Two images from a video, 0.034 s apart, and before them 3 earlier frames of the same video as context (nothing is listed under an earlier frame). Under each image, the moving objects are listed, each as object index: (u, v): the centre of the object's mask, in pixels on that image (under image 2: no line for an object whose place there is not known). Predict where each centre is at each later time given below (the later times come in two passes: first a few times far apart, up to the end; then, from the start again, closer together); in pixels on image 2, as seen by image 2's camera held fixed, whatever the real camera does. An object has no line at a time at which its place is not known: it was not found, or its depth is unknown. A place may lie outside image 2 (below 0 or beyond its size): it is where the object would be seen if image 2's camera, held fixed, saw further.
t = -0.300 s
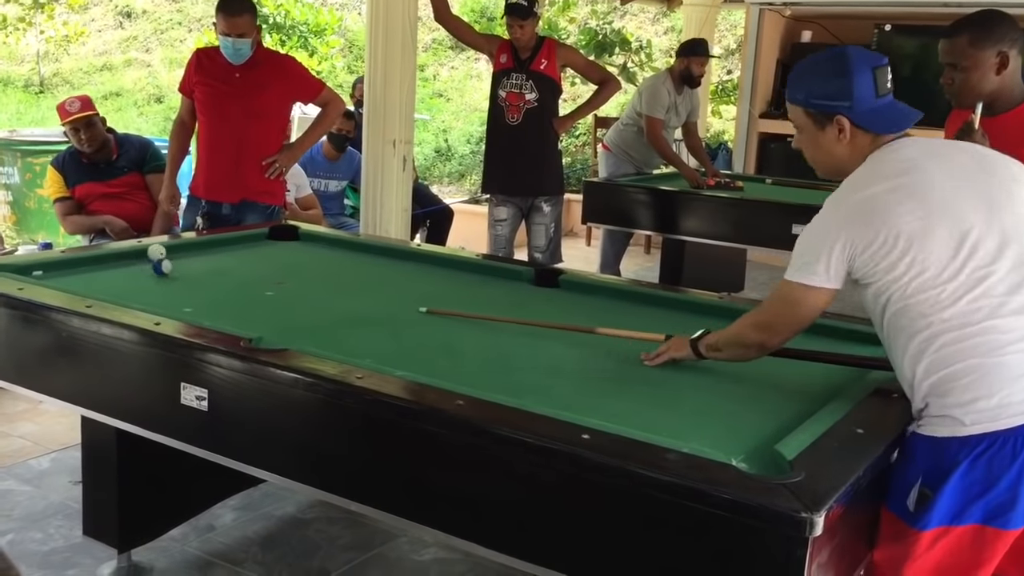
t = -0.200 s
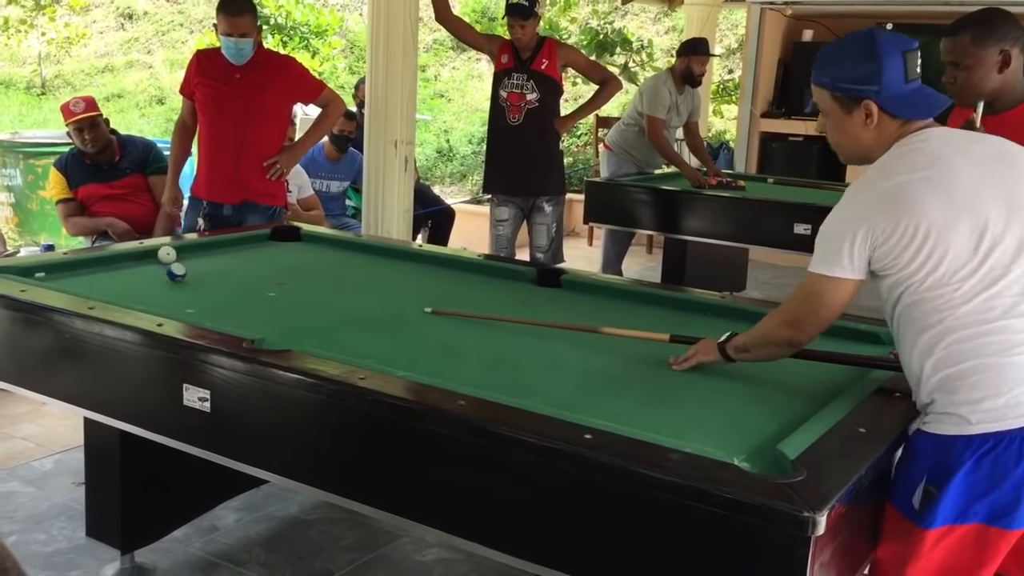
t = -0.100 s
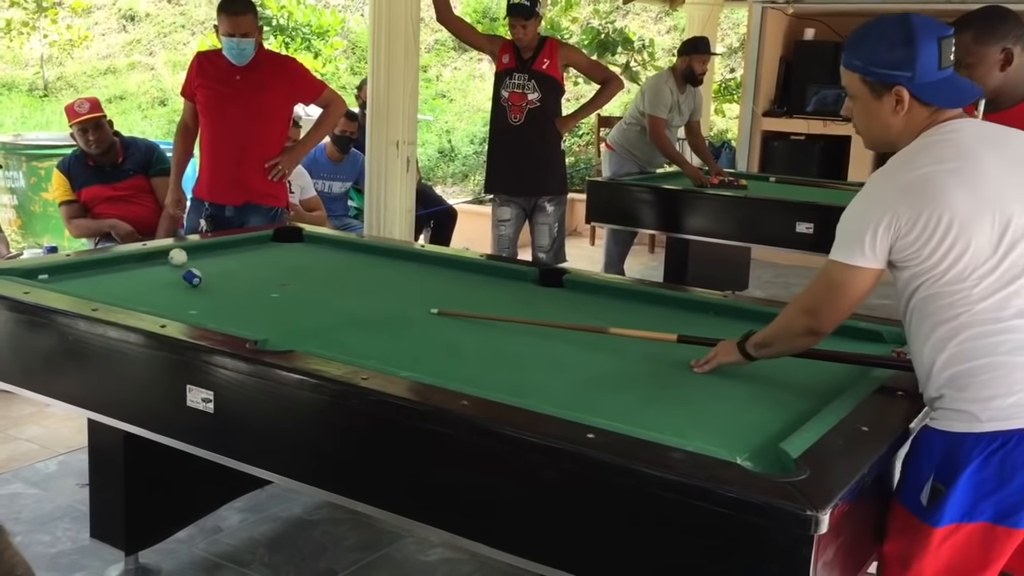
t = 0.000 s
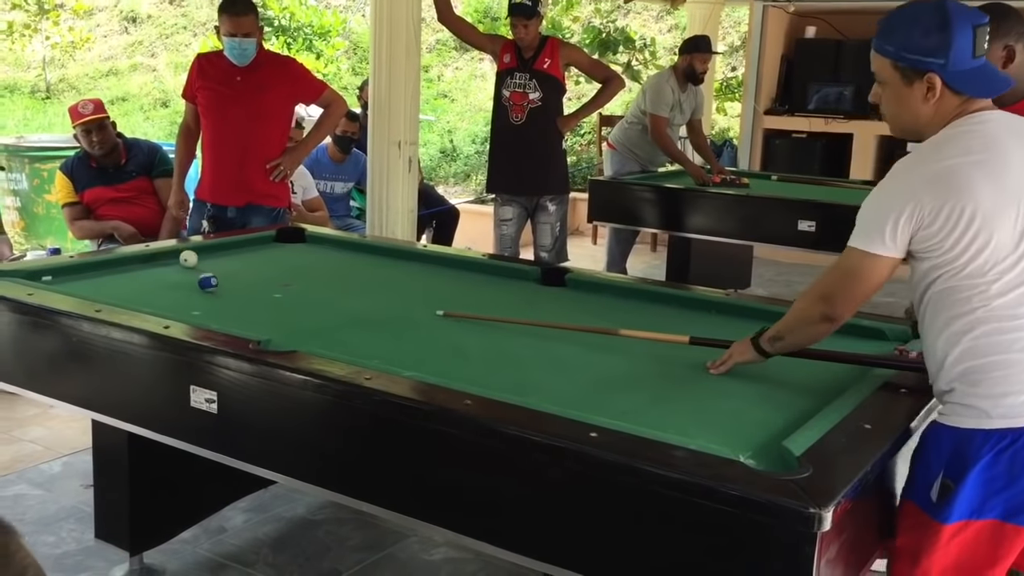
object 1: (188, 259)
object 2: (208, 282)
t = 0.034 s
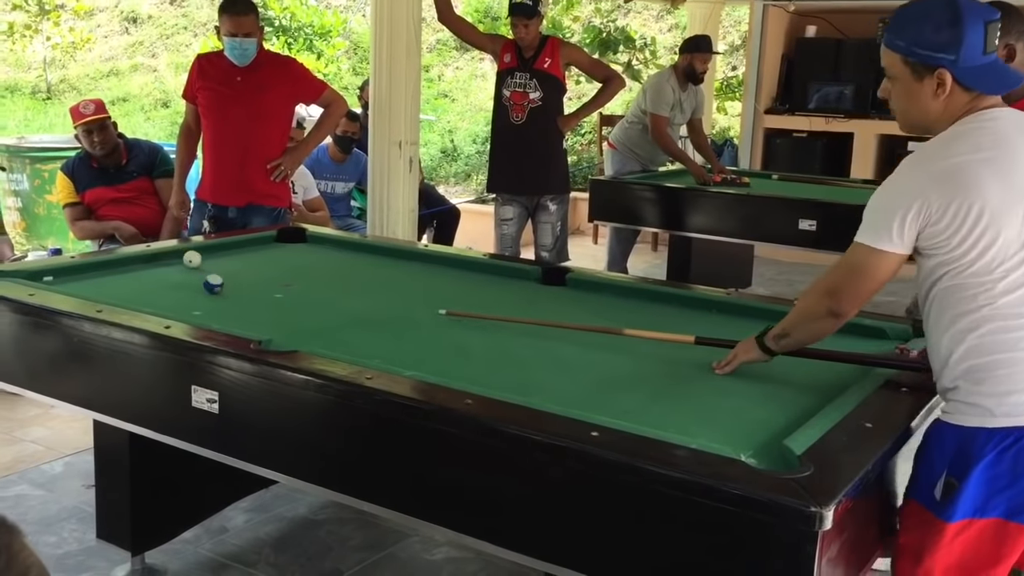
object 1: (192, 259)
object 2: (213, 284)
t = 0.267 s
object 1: (209, 260)
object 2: (244, 293)
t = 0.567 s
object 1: (229, 262)
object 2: (286, 305)
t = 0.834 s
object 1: (245, 264)
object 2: (325, 317)
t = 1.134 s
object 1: (261, 265)
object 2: (372, 331)
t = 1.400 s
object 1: (273, 266)
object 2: (415, 344)
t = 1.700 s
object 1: (285, 267)
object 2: (466, 359)
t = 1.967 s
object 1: (294, 268)
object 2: (514, 372)
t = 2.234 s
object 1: (301, 268)
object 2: (561, 386)
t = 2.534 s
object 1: (306, 269)
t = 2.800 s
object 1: (309, 269)
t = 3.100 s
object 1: (310, 269)
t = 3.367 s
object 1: (310, 269)
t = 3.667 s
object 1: (310, 269)
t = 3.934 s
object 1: (310, 269)
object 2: (710, 430)
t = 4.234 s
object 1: (310, 269)
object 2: (688, 425)
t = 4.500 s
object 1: (310, 269)
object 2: (673, 422)
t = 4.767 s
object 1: (310, 269)
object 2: (661, 418)
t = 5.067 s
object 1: (310, 269)
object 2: (652, 416)
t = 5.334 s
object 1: (310, 270)
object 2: (648, 414)
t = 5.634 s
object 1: (310, 270)
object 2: (645, 412)
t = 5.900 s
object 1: (310, 269)
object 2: (645, 412)
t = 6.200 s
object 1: (310, 270)
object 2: (645, 412)
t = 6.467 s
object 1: (310, 269)
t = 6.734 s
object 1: (310, 269)
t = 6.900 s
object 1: (310, 269)
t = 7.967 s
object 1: (309, 269)
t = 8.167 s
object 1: (310, 269)
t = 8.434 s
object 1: (310, 269)
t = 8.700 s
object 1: (310, 269)
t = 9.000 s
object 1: (310, 269)
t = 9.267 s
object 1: (310, 269)
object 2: (645, 412)
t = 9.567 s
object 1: (310, 269)
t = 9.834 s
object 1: (310, 269)
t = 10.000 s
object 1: (310, 269)
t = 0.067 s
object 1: (194, 259)
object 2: (218, 285)
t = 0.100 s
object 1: (197, 260)
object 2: (222, 287)
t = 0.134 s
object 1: (199, 260)
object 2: (226, 288)
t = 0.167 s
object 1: (202, 260)
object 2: (231, 289)
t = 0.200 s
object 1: (204, 260)
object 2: (236, 291)
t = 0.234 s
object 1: (207, 260)
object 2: (240, 292)
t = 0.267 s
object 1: (209, 260)
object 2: (244, 293)
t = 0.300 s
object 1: (212, 260)
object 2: (249, 294)
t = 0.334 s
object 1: (214, 261)
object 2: (254, 297)
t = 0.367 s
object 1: (216, 261)
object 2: (258, 298)
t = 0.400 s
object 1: (218, 261)
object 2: (263, 298)
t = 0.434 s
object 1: (221, 261)
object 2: (268, 300)
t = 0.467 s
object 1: (223, 262)
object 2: (272, 302)
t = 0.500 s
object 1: (225, 262)
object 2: (277, 303)
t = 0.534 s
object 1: (227, 262)
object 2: (282, 304)
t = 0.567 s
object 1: (229, 262)
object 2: (286, 305)
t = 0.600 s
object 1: (231, 263)
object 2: (291, 308)
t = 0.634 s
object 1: (233, 263)
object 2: (296, 309)
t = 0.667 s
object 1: (235, 263)
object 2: (301, 310)
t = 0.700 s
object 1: (237, 263)
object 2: (306, 312)
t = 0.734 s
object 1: (239, 263)
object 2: (311, 313)
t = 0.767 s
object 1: (241, 263)
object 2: (316, 315)
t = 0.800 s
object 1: (243, 264)
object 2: (321, 316)
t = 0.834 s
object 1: (245, 264)
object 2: (325, 317)
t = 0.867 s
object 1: (247, 264)
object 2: (331, 319)
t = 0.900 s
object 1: (249, 264)
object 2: (336, 321)
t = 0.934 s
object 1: (251, 264)
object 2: (341, 322)
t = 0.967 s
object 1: (252, 264)
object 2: (346, 323)
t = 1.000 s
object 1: (254, 264)
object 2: (351, 325)
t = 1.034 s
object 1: (256, 264)
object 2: (357, 327)
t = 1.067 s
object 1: (257, 265)
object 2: (361, 328)
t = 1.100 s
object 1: (259, 265)
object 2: (366, 329)
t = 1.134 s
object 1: (261, 265)
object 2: (372, 331)
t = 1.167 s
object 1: (262, 265)
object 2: (378, 333)
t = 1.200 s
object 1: (264, 265)
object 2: (383, 335)
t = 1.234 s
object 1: (266, 266)
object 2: (387, 336)
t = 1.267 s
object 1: (267, 266)
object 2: (393, 337)
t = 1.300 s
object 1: (269, 266)
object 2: (399, 339)
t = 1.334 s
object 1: (270, 266)
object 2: (405, 341)
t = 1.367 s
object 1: (272, 266)
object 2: (409, 343)
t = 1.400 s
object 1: (273, 266)
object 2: (415, 344)
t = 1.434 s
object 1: (275, 266)
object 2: (420, 345)
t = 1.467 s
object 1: (276, 266)
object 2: (426, 347)
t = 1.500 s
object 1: (277, 267)
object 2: (432, 349)
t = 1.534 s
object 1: (279, 267)
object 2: (437, 351)
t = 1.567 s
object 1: (280, 267)
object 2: (443, 352)
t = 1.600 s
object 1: (282, 267)
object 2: (449, 353)
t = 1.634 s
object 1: (283, 267)
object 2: (455, 355)
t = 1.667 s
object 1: (284, 267)
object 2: (460, 357)
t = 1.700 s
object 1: (285, 267)
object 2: (466, 359)
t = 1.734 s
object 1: (287, 267)
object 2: (471, 360)
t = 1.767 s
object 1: (288, 267)
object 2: (477, 362)
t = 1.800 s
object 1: (289, 267)
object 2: (483, 363)
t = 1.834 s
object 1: (290, 267)
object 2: (489, 365)
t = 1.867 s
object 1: (291, 268)
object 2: (495, 367)
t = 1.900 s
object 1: (292, 268)
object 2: (501, 369)
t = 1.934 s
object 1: (293, 268)
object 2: (507, 370)
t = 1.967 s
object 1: (294, 268)
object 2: (514, 372)
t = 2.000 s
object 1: (295, 268)
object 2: (519, 374)
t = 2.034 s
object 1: (296, 268)
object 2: (525, 375)
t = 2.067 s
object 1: (297, 268)
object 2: (531, 377)
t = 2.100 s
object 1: (298, 268)
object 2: (537, 378)
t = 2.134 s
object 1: (299, 268)
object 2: (543, 380)
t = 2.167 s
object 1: (300, 268)
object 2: (550, 382)
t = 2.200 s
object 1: (300, 268)
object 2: (556, 384)
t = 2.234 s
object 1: (301, 268)
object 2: (561, 386)
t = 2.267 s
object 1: (302, 269)
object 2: (568, 387)
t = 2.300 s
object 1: (302, 269)
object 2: (575, 389)
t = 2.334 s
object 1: (303, 269)
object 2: (581, 391)
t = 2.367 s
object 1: (304, 269)
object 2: (587, 393)
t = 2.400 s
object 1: (304, 269)
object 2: (592, 394)
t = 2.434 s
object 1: (305, 269)
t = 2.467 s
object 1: (305, 269)
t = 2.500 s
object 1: (306, 269)
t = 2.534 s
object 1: (306, 269)
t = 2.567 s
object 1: (307, 269)
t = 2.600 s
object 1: (307, 269)
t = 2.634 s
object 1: (308, 269)
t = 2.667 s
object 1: (308, 269)
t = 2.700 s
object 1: (308, 269)
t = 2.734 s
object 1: (309, 269)
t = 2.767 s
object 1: (309, 269)
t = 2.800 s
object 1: (309, 269)
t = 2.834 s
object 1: (310, 269)
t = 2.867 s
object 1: (310, 269)
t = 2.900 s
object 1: (310, 269)
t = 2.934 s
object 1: (310, 269)
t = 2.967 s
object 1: (310, 269)
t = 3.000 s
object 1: (311, 269)
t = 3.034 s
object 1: (311, 269)
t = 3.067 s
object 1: (310, 269)
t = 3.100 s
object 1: (310, 269)
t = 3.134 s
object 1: (310, 269)
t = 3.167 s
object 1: (310, 269)
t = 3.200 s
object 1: (310, 269)
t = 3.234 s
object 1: (310, 269)
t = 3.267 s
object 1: (310, 269)
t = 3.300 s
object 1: (310, 269)
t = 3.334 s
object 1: (310, 269)
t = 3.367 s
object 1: (310, 269)
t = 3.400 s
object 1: (310, 269)
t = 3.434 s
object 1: (310, 269)
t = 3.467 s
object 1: (310, 269)
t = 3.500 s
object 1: (310, 269)
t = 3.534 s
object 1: (310, 269)
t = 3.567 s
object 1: (310, 269)
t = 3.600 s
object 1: (310, 269)
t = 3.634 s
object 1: (310, 269)
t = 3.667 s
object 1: (310, 269)
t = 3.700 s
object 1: (310, 269)
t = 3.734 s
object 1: (310, 269)
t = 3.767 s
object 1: (310, 269)
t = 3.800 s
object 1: (310, 269)
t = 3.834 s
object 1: (310, 269)
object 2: (718, 431)
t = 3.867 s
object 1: (310, 269)
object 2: (715, 431)
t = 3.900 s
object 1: (310, 269)
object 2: (712, 431)
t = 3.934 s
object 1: (310, 269)
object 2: (710, 430)
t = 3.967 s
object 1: (310, 269)
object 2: (707, 430)
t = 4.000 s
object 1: (310, 269)
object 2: (704, 429)
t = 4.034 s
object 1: (310, 269)
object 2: (702, 428)
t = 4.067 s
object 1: (310, 269)
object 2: (700, 428)
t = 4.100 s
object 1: (310, 269)
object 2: (697, 427)
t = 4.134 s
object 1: (310, 269)
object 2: (695, 427)
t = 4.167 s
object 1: (310, 269)
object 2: (693, 426)
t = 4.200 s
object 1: (310, 269)
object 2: (691, 426)
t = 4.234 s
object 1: (310, 269)
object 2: (688, 425)
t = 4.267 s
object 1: (310, 269)
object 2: (686, 424)
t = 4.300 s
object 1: (310, 269)
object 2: (684, 424)
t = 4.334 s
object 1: (310, 269)
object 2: (681, 423)
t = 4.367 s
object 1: (310, 269)
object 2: (680, 423)
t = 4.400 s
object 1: (310, 269)
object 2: (678, 423)
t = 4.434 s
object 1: (310, 269)
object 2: (676, 423)
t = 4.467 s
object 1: (310, 269)
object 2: (675, 422)
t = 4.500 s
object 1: (310, 269)
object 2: (673, 422)
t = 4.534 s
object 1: (310, 269)
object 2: (671, 421)
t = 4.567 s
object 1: (310, 269)
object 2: (669, 421)
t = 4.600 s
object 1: (310, 269)
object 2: (667, 420)
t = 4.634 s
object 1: (310, 269)
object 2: (666, 420)
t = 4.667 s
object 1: (310, 269)
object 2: (665, 419)
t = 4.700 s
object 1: (310, 269)
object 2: (664, 419)
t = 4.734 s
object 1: (310, 269)
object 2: (662, 419)
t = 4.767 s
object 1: (310, 269)
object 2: (661, 418)
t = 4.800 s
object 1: (310, 269)
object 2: (660, 418)
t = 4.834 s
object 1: (310, 269)
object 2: (659, 418)
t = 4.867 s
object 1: (310, 269)
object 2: (658, 417)
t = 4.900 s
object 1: (310, 269)
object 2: (657, 417)
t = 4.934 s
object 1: (310, 269)
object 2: (655, 417)
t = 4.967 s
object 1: (310, 269)
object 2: (655, 417)
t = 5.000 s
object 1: (310, 269)
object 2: (654, 416)
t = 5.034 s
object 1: (310, 269)
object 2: (653, 416)
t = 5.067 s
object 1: (310, 269)
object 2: (652, 416)
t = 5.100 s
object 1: (310, 269)
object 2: (651, 415)
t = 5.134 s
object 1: (310, 269)
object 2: (651, 415)
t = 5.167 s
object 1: (310, 269)
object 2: (650, 415)
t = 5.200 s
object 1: (310, 269)
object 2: (650, 415)
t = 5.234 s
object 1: (310, 269)
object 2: (649, 414)
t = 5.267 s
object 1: (310, 269)
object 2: (649, 414)
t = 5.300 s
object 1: (310, 269)
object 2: (648, 414)
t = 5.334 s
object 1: (310, 270)
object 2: (648, 414)
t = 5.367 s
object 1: (310, 270)
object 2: (647, 413)
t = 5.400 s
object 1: (310, 270)
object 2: (647, 413)
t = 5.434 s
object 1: (310, 270)
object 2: (647, 413)
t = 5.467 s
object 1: (310, 270)
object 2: (646, 413)
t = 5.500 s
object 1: (310, 269)
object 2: (646, 413)
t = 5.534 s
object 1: (310, 269)
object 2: (646, 413)
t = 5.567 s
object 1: (310, 270)
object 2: (646, 413)
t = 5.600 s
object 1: (310, 270)
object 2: (646, 412)
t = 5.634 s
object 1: (310, 270)
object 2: (645, 412)
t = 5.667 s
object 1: (310, 270)
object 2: (645, 412)
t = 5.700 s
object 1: (310, 270)
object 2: (645, 412)
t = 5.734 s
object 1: (310, 269)
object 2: (645, 412)
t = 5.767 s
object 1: (310, 270)
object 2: (645, 412)
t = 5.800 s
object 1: (310, 269)
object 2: (645, 412)
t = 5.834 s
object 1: (310, 269)
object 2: (645, 412)
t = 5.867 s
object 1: (310, 269)
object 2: (645, 412)
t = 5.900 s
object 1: (310, 269)
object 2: (645, 412)
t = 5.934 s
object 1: (310, 269)
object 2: (645, 412)
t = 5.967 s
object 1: (310, 269)
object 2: (645, 412)
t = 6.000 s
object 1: (310, 269)
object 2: (645, 412)
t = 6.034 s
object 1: (310, 269)
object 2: (645, 412)
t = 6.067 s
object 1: (310, 270)
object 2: (645, 412)
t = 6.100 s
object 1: (310, 269)
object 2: (645, 412)
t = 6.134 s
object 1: (310, 270)
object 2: (645, 412)
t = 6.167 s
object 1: (310, 269)
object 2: (645, 412)
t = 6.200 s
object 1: (310, 270)
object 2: (645, 412)
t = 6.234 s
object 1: (310, 269)
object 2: (645, 412)
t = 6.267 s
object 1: (310, 269)
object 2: (645, 412)
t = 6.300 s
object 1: (310, 269)
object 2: (645, 412)
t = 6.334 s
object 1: (310, 269)
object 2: (645, 412)
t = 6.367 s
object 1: (310, 269)
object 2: (645, 412)
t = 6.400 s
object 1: (310, 269)
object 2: (645, 412)
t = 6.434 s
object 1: (310, 270)
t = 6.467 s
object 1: (310, 269)
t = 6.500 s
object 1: (310, 269)
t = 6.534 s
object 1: (310, 269)
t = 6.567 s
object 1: (310, 269)
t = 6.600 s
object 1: (310, 269)
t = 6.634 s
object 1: (310, 269)
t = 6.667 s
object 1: (310, 269)
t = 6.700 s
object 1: (310, 269)
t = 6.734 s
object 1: (310, 269)
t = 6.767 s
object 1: (310, 269)
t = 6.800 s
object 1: (310, 269)
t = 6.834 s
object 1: (310, 269)
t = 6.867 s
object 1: (310, 269)
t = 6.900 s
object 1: (310, 269)
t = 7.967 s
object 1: (309, 269)
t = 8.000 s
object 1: (310, 269)
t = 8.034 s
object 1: (310, 269)
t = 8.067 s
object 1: (310, 269)
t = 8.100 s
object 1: (310, 269)
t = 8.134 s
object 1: (310, 269)
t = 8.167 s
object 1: (310, 269)
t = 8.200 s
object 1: (310, 269)
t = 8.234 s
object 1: (310, 269)
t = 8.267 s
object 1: (310, 269)
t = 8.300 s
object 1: (310, 269)
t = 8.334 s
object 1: (310, 269)
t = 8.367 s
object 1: (310, 269)
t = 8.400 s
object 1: (310, 269)
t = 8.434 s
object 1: (310, 269)
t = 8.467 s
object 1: (310, 269)
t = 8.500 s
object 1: (310, 269)
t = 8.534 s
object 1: (310, 269)
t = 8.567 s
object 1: (310, 269)
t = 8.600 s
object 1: (310, 269)
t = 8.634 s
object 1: (310, 269)
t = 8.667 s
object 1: (310, 269)
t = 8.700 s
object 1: (310, 269)
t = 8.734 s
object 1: (310, 269)
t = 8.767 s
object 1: (310, 269)
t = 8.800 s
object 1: (310, 269)
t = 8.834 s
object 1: (310, 269)
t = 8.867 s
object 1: (310, 269)
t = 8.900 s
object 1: (310, 269)
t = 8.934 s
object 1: (310, 269)
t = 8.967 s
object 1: (310, 269)
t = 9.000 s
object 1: (310, 269)
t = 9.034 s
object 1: (310, 269)
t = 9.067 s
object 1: (310, 269)
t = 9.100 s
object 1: (310, 269)
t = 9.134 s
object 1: (310, 269)
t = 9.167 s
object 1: (310, 269)
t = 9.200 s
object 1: (310, 269)
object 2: (645, 412)
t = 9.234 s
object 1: (310, 269)
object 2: (644, 413)
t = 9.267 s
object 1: (310, 269)
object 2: (645, 412)
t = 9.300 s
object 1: (310, 269)
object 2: (645, 412)
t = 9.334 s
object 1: (310, 269)
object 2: (645, 412)
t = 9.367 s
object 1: (310, 269)
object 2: (644, 413)
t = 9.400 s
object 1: (310, 269)
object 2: (644, 413)
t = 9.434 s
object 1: (310, 269)
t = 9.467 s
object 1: (310, 269)
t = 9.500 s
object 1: (310, 269)
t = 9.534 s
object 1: (310, 269)
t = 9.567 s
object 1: (310, 269)
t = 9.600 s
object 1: (310, 269)
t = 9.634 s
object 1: (310, 269)
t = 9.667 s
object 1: (310, 269)
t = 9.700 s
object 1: (310, 269)
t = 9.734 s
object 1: (310, 269)
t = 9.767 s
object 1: (310, 269)
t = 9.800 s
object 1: (310, 269)
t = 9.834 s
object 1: (310, 269)
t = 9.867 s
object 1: (310, 269)
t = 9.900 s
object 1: (310, 269)
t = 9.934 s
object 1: (310, 269)
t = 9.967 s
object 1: (310, 269)
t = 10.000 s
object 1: (310, 269)
